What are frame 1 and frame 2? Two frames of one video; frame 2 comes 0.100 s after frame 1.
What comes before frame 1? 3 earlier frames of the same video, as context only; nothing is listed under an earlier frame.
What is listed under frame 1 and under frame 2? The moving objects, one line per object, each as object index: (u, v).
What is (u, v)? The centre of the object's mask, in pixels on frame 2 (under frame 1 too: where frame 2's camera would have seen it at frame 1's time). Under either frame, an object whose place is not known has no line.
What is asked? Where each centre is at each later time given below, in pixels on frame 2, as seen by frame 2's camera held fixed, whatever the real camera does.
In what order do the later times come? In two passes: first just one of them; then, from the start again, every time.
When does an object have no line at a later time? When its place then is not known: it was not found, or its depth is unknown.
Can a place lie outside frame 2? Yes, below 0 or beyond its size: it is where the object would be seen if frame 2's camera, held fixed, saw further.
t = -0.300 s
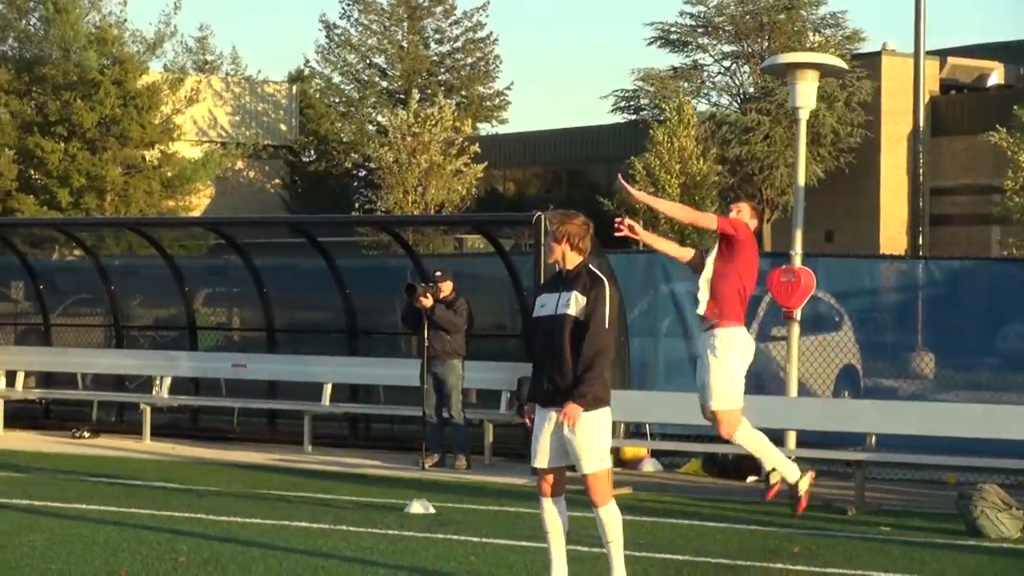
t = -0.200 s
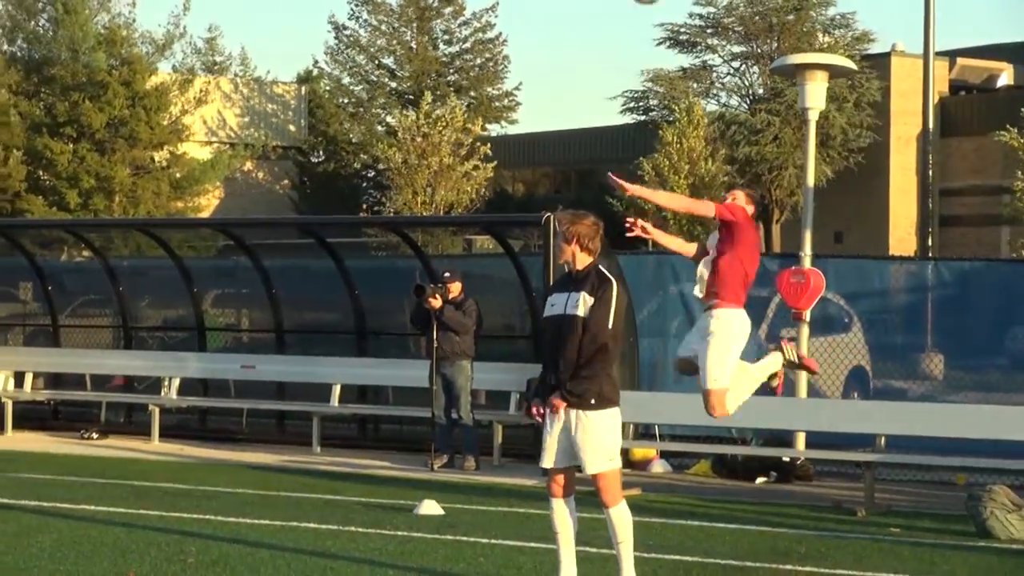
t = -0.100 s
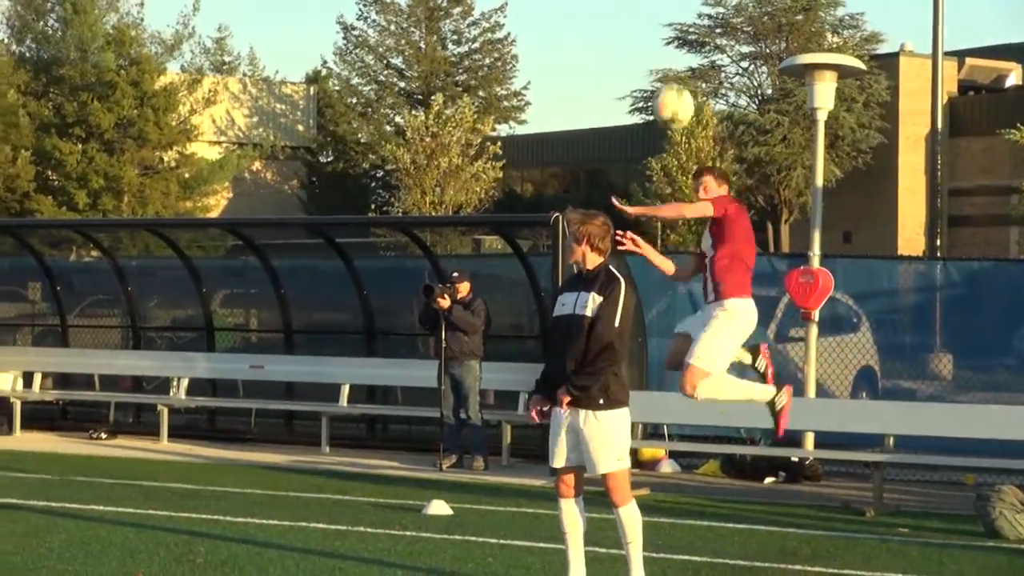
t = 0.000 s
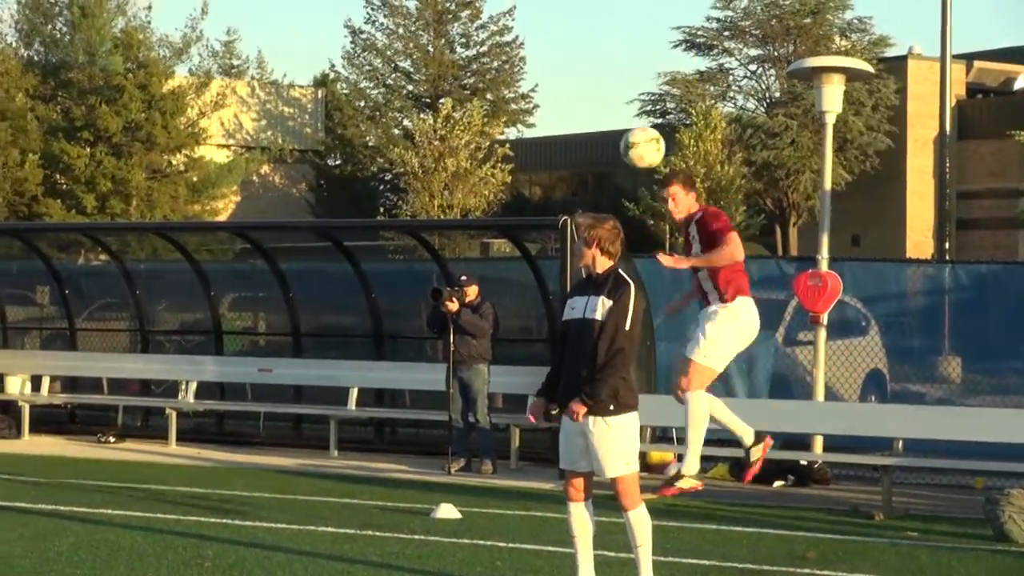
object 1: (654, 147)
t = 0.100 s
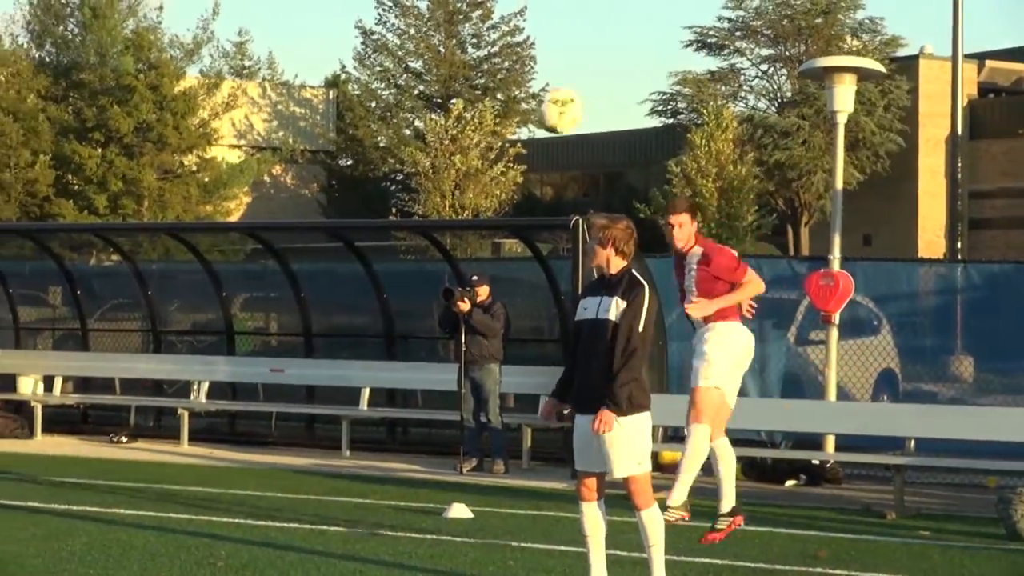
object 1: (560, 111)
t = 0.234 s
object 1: (406, 90)
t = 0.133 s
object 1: (527, 101)
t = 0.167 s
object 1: (486, 95)
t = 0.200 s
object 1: (447, 92)
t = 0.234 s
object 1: (406, 90)
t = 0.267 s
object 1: (360, 91)
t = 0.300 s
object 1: (313, 96)
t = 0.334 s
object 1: (267, 101)
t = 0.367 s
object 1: (218, 110)
